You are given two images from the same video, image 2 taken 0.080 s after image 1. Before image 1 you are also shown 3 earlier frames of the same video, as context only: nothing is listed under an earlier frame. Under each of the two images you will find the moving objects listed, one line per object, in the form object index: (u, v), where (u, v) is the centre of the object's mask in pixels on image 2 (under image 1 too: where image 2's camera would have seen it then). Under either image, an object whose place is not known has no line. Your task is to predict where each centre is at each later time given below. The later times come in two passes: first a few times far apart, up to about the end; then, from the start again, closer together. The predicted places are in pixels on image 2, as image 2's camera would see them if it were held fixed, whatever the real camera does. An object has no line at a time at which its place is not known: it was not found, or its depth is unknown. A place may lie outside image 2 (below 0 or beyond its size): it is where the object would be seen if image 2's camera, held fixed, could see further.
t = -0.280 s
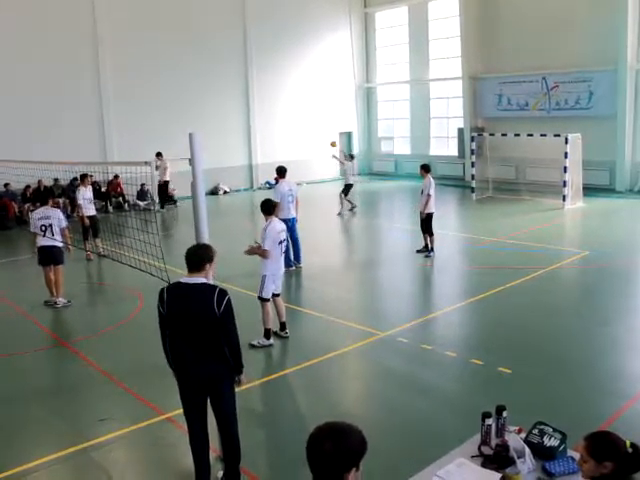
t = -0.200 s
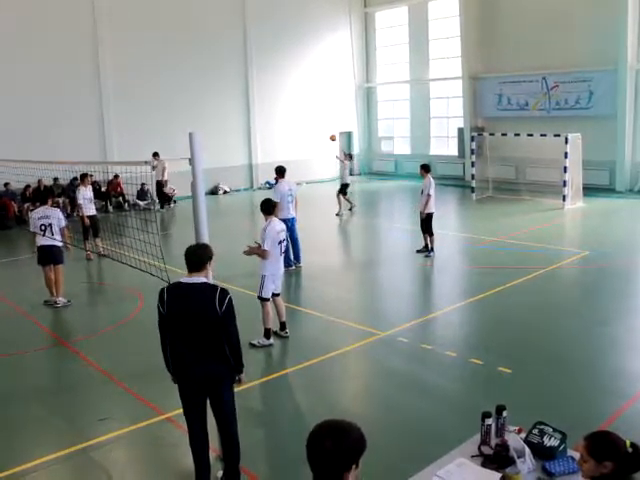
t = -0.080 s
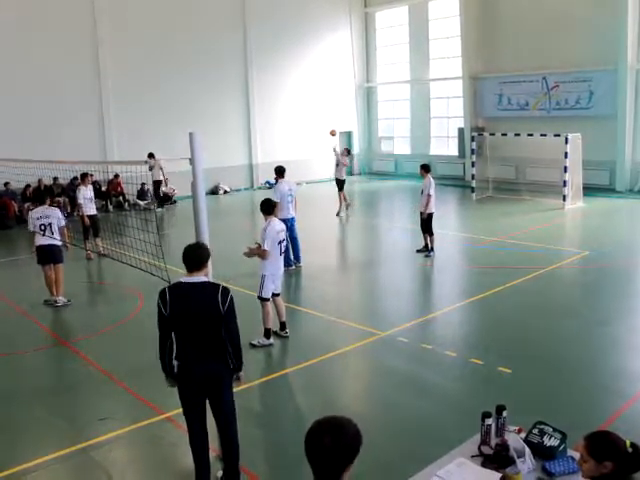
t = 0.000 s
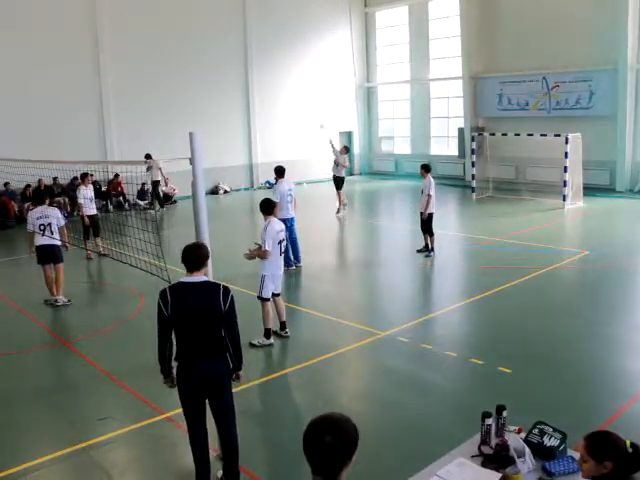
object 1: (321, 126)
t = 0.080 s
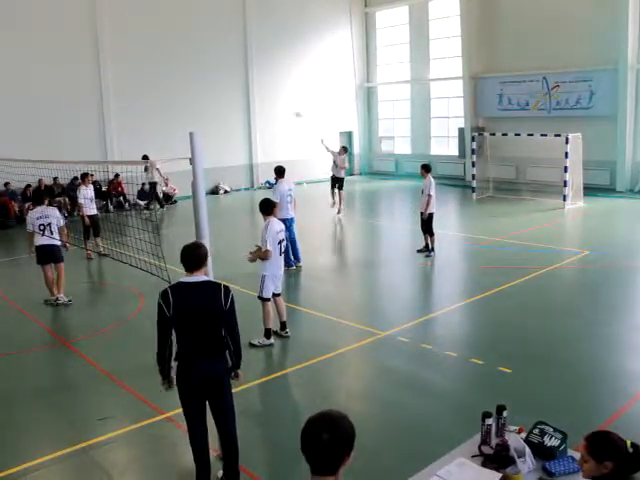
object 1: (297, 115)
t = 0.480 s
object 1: (151, 89)
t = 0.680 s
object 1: (59, 104)
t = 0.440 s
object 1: (167, 88)
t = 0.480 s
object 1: (151, 89)
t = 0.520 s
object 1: (134, 90)
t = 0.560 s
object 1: (115, 92)
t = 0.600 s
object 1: (98, 95)
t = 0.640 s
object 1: (79, 98)
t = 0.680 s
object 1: (59, 104)
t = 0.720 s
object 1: (40, 110)
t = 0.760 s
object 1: (15, 118)
